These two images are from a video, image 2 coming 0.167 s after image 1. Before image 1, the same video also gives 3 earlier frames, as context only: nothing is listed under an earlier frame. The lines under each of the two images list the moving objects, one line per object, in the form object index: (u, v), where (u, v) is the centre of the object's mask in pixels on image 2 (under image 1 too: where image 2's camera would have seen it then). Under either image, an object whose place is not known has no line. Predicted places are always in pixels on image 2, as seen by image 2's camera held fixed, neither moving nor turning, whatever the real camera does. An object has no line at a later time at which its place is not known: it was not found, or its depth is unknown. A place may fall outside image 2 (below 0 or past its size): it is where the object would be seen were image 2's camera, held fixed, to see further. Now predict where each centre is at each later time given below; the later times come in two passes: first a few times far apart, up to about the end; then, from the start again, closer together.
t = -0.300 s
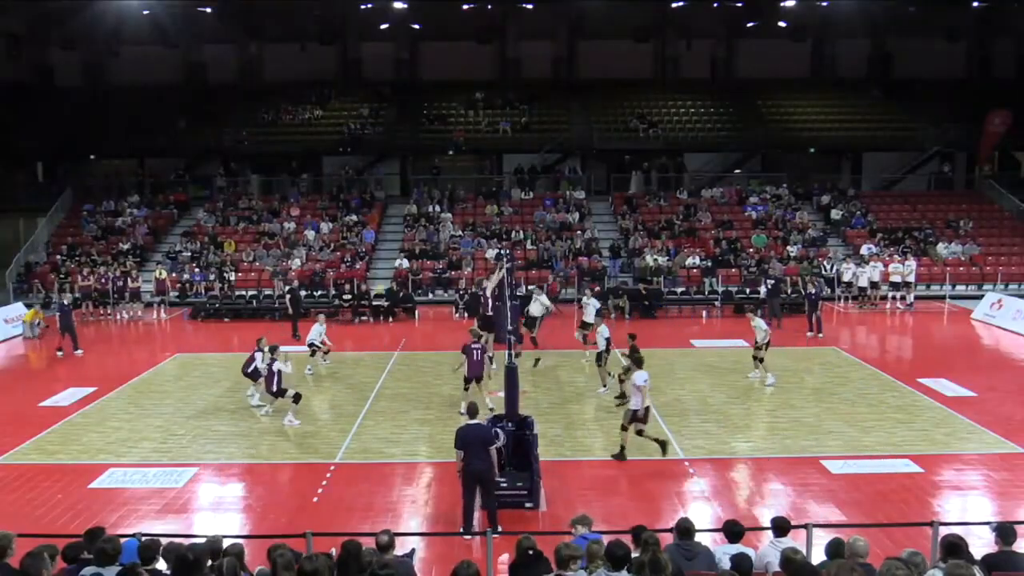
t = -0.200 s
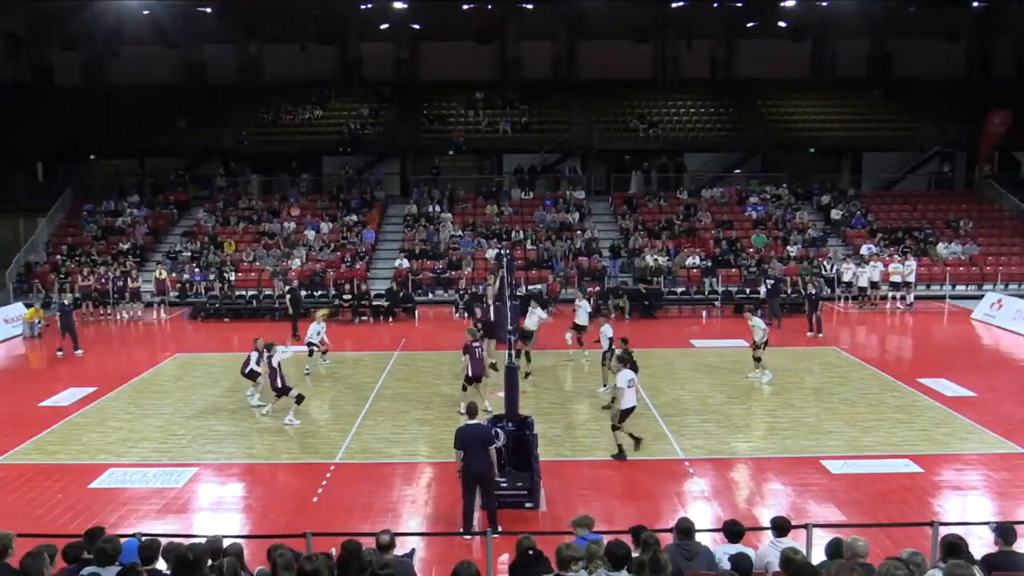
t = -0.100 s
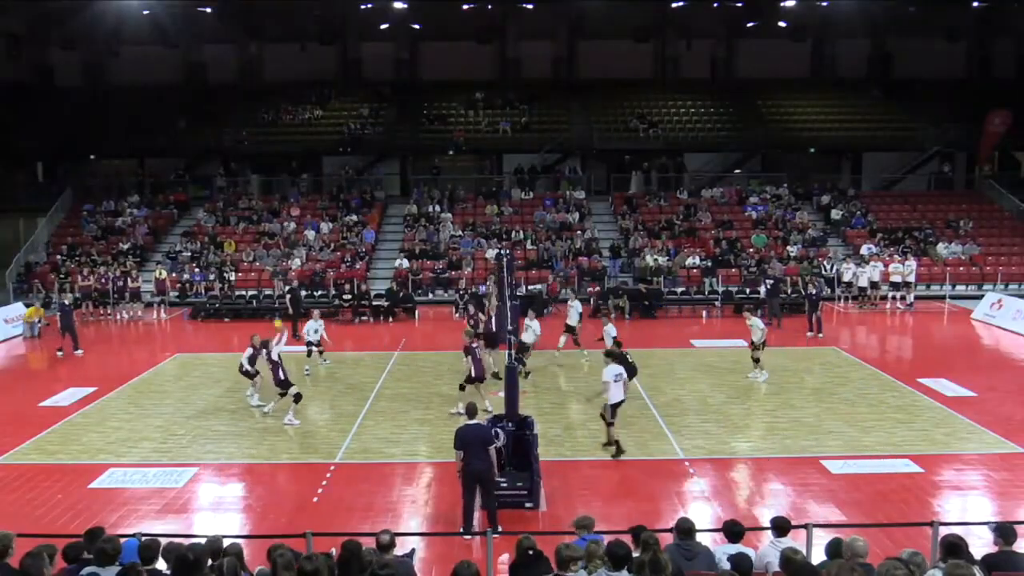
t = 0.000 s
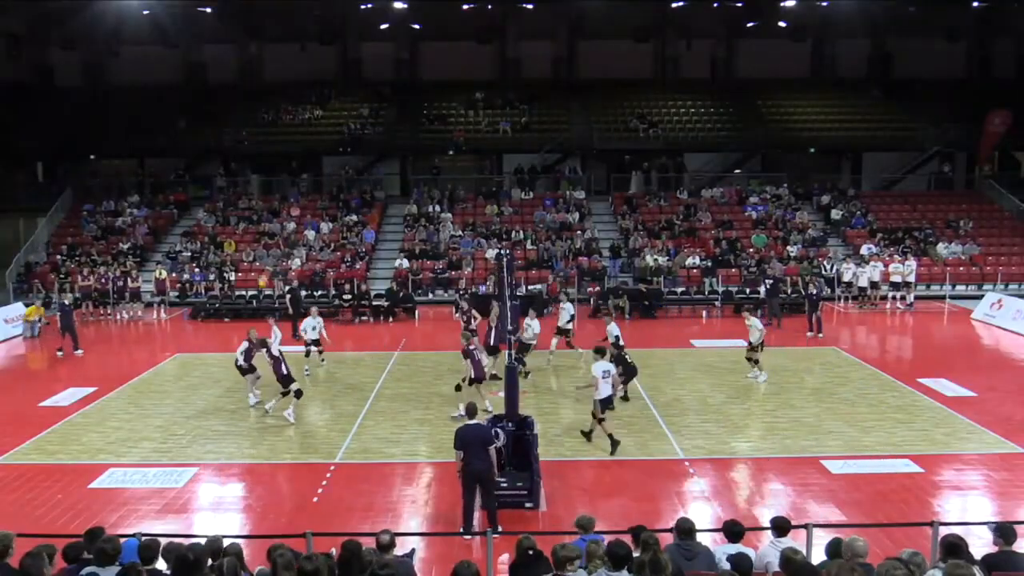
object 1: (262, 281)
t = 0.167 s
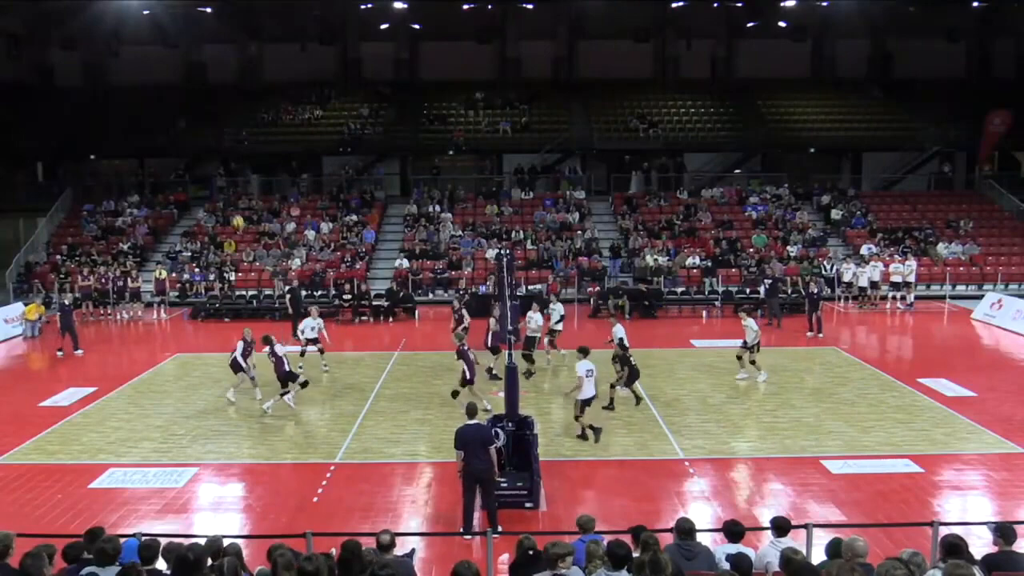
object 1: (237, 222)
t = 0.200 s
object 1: (234, 211)
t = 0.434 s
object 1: (202, 158)
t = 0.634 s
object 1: (179, 135)
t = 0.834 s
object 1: (157, 131)
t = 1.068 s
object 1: (134, 149)
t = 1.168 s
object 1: (126, 164)
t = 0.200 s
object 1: (234, 211)
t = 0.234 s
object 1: (229, 201)
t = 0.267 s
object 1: (224, 192)
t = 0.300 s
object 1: (220, 184)
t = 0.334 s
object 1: (215, 177)
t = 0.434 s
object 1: (202, 158)
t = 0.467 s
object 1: (198, 153)
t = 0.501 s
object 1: (194, 148)
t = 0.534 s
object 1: (190, 144)
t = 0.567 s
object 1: (186, 140)
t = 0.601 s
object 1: (182, 137)
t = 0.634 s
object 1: (179, 135)
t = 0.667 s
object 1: (175, 133)
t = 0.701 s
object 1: (171, 131)
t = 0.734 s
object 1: (167, 130)
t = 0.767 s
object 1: (164, 130)
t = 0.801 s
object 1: (160, 130)
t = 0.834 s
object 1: (157, 131)
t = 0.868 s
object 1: (153, 132)
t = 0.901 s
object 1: (150, 134)
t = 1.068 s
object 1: (134, 149)
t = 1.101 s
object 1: (131, 153)
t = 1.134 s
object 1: (128, 158)
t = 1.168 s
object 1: (126, 164)
